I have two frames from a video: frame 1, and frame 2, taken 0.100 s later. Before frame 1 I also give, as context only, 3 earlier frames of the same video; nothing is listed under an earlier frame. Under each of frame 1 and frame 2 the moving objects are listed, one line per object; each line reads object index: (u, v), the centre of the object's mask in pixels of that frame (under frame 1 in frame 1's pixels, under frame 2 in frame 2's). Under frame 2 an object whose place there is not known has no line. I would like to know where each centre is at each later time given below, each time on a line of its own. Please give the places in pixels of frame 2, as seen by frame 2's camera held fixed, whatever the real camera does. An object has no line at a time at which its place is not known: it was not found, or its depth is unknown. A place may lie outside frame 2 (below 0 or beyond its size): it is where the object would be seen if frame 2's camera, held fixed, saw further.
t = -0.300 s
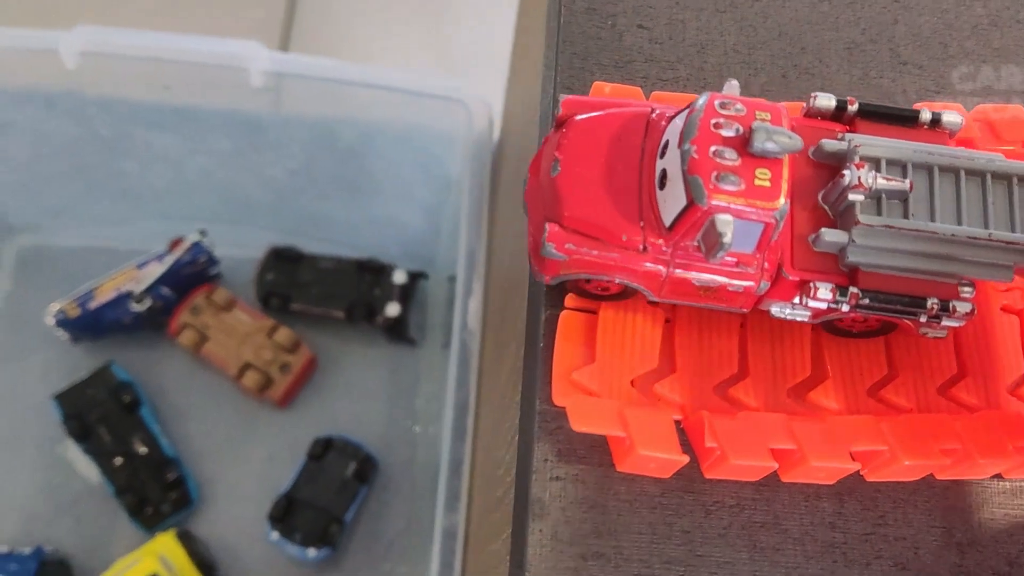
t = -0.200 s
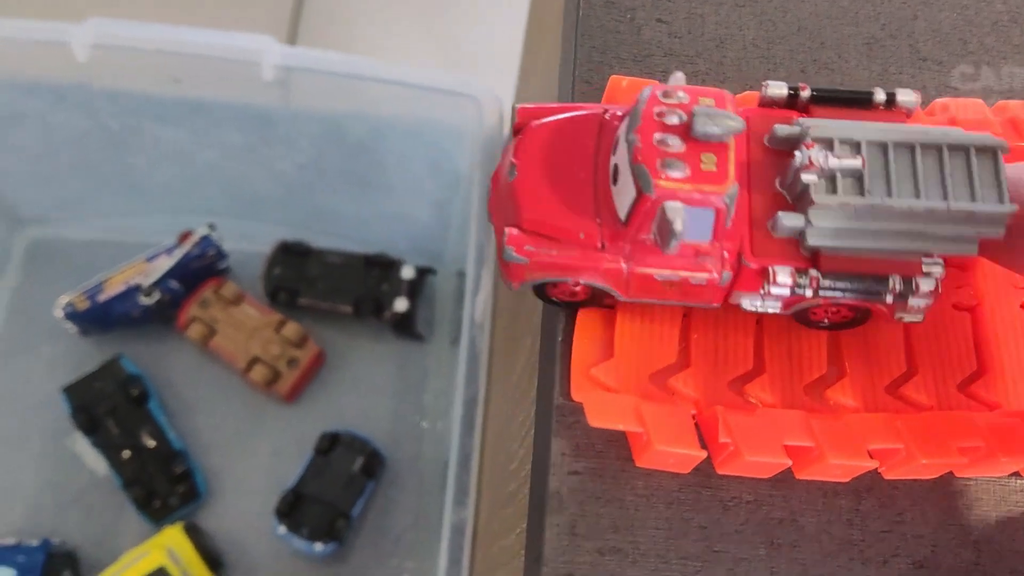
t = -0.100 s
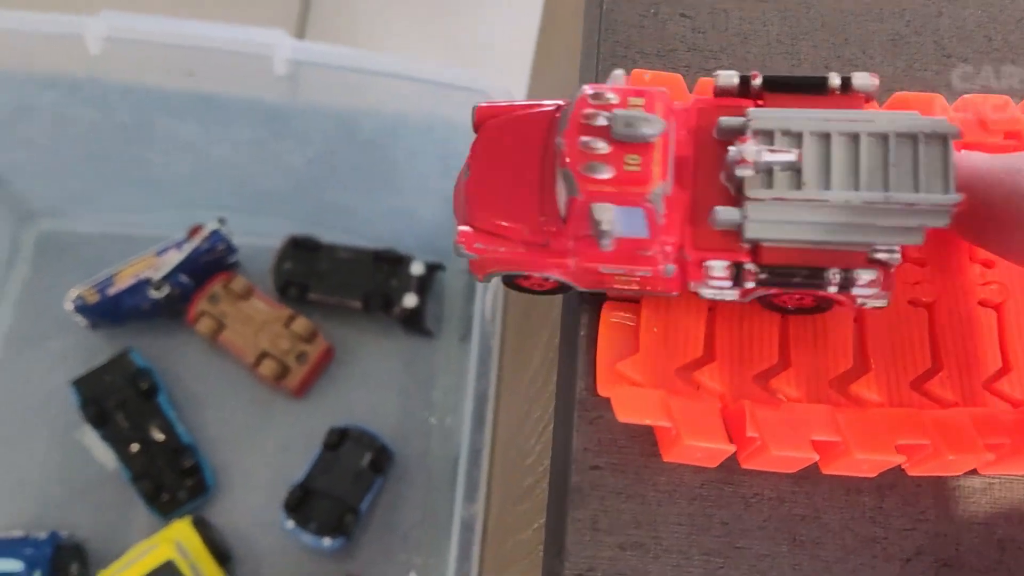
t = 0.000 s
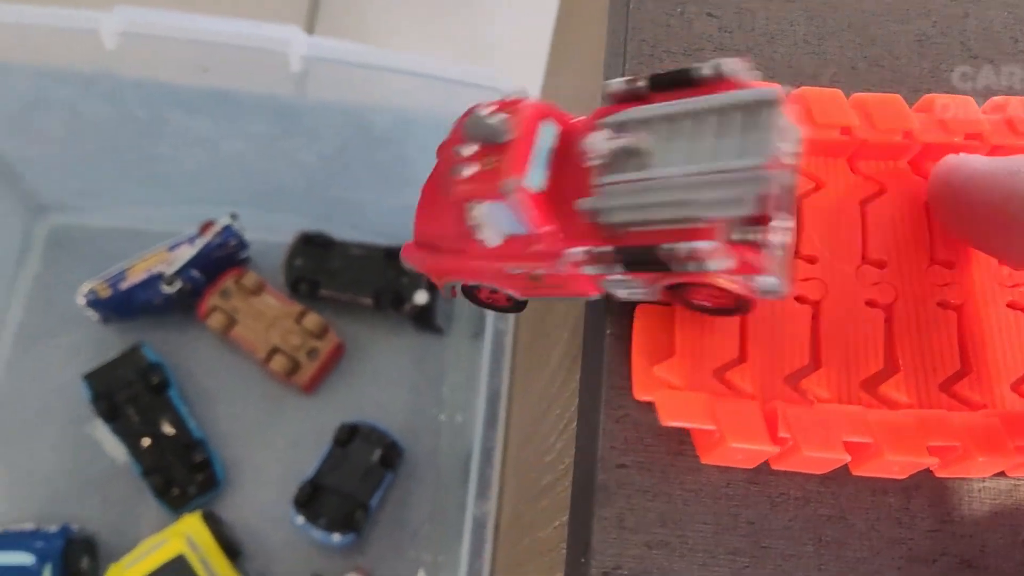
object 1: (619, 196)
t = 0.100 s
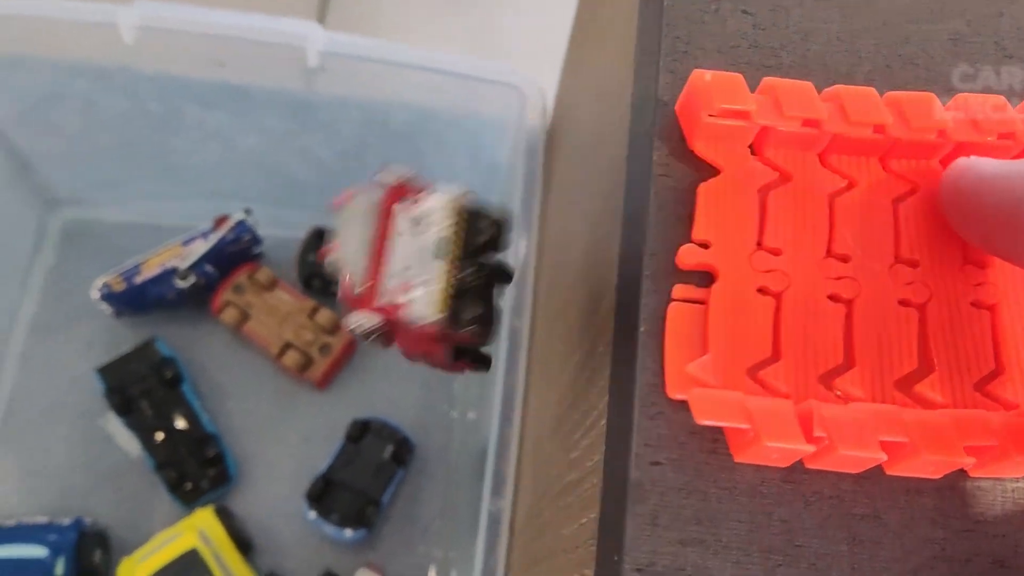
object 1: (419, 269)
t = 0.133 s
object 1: (370, 317)
